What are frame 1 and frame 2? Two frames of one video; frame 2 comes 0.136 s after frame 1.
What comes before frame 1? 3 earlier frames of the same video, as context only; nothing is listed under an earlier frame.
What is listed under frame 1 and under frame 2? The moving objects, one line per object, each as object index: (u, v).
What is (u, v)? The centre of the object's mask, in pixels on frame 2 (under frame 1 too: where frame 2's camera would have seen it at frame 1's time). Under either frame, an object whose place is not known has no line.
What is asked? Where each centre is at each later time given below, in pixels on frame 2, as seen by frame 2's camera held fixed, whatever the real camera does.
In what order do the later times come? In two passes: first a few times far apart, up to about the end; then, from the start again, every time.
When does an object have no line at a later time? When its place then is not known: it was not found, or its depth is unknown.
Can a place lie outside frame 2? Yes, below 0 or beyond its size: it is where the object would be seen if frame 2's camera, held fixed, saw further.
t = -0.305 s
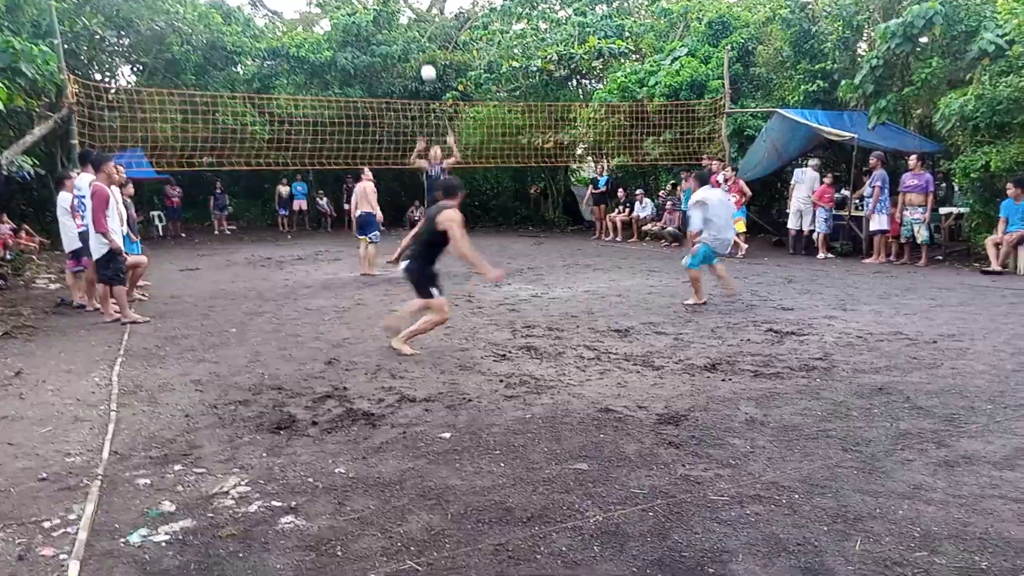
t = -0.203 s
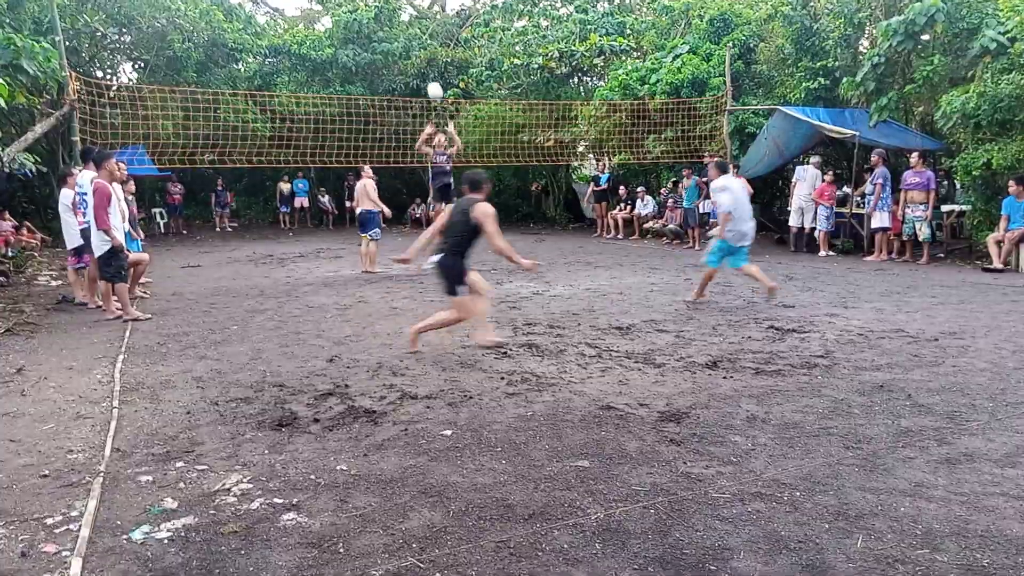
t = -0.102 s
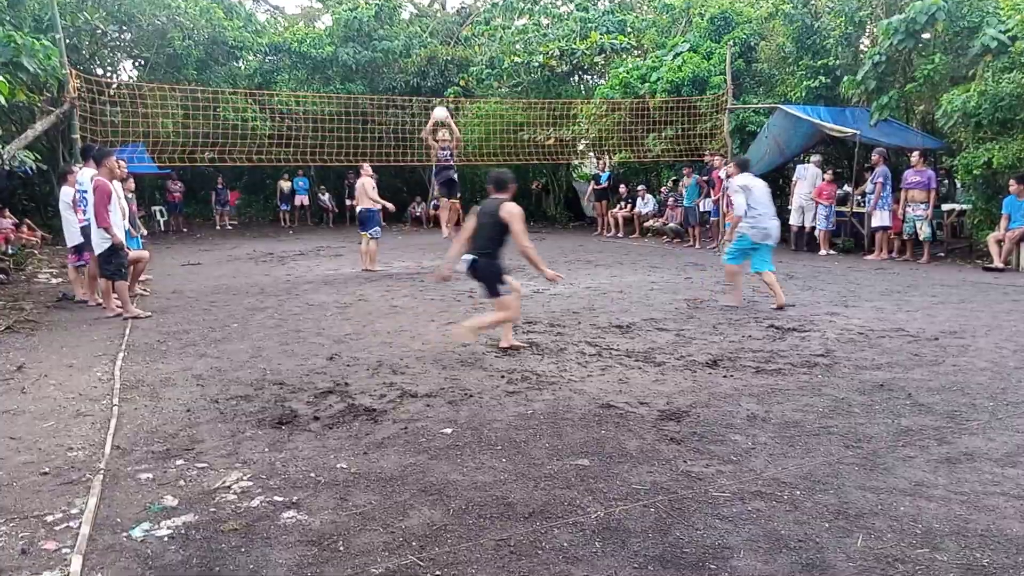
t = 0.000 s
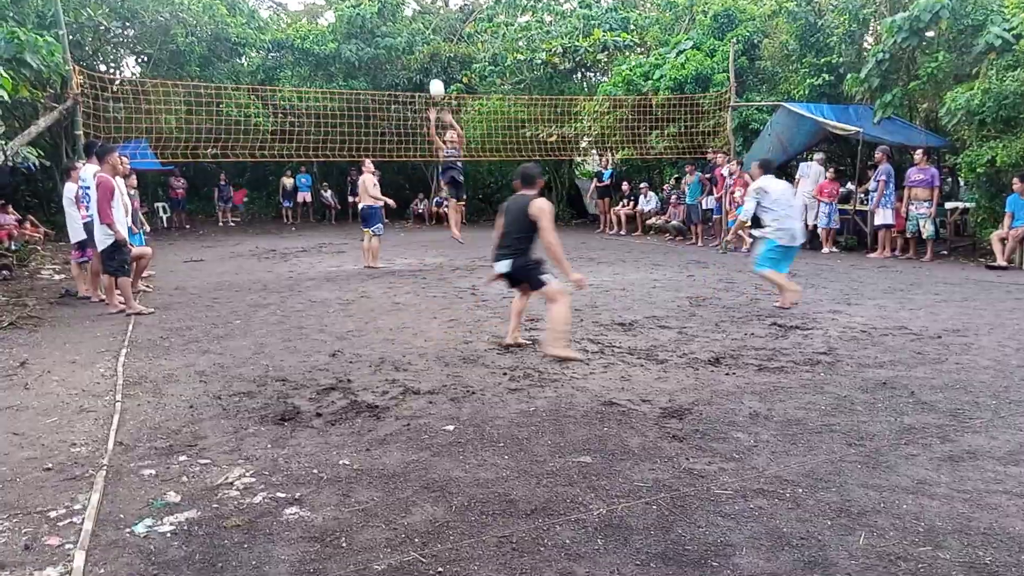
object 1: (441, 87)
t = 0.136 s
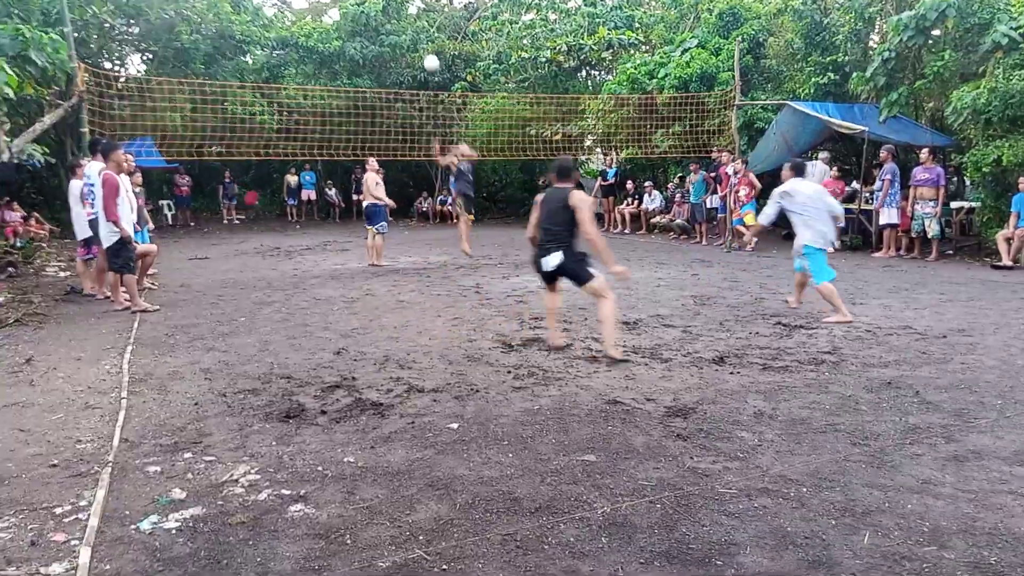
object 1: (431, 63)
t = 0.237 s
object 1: (424, 53)
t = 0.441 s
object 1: (410, 55)
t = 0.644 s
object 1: (395, 89)
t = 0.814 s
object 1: (384, 146)
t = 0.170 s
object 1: (429, 59)
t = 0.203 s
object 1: (427, 56)
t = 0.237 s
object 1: (424, 53)
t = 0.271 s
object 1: (422, 51)
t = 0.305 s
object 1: (420, 50)
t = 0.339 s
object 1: (417, 50)
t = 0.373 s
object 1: (414, 51)
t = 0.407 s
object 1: (412, 52)
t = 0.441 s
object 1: (410, 55)
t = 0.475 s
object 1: (408, 58)
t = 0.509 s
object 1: (405, 63)
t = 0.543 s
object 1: (403, 68)
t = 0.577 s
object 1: (400, 74)
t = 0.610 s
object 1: (398, 81)
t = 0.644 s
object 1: (395, 89)
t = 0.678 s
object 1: (393, 99)
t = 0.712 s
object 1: (390, 110)
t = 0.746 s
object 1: (388, 121)
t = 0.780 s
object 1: (386, 133)
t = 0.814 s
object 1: (384, 146)
